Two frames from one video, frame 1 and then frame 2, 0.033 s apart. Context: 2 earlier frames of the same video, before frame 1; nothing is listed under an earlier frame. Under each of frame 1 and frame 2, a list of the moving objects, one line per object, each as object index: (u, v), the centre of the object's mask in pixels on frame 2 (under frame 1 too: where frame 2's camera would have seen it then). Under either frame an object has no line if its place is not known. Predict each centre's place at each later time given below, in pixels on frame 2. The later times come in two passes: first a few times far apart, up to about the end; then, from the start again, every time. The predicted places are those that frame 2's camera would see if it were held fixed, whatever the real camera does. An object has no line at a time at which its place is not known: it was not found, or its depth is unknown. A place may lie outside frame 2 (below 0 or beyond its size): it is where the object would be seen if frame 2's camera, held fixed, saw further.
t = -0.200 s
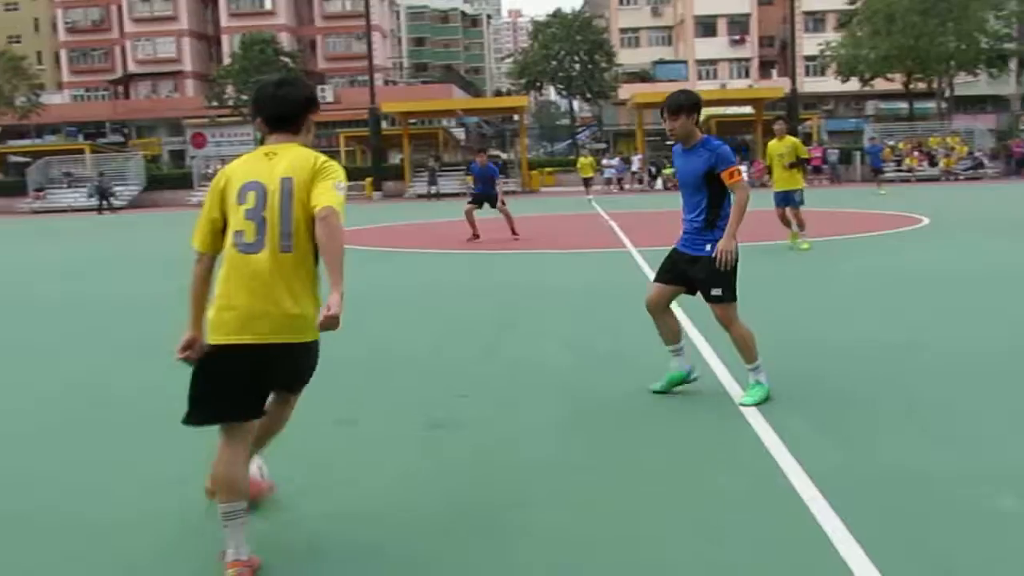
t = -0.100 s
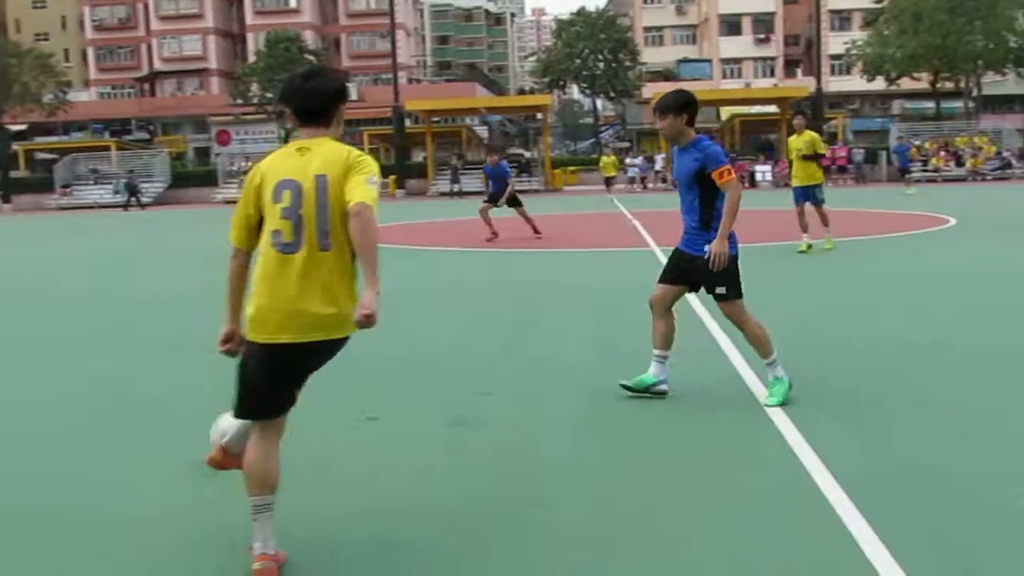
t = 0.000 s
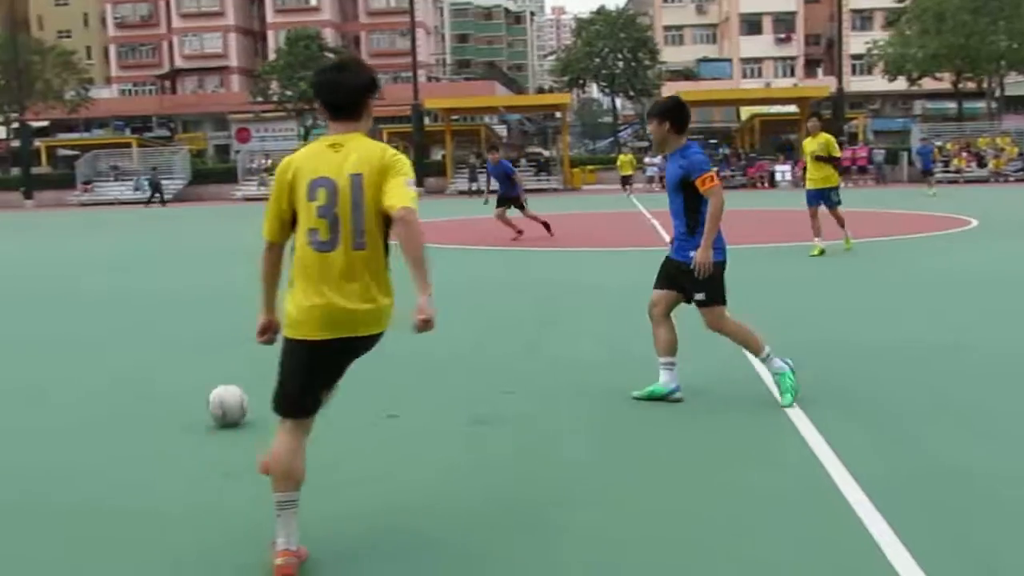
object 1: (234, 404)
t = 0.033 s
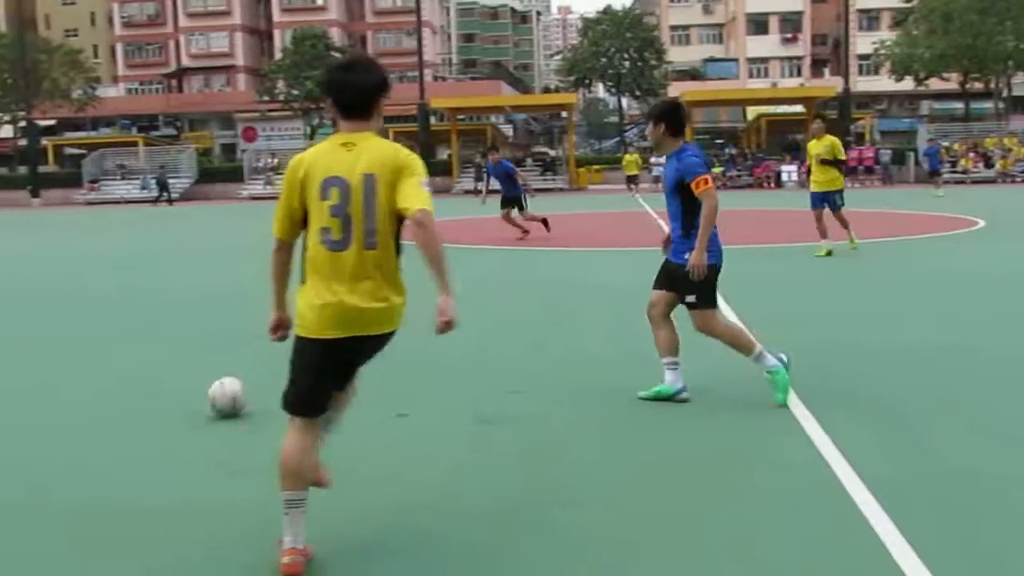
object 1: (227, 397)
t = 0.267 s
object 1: (191, 359)
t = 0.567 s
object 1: (161, 326)
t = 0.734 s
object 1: (152, 312)
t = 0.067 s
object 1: (221, 390)
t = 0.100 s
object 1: (215, 385)
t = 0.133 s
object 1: (210, 378)
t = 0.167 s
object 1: (204, 374)
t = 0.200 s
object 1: (200, 370)
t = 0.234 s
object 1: (194, 364)
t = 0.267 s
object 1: (191, 359)
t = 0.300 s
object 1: (187, 354)
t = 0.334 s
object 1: (182, 351)
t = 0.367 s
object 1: (179, 347)
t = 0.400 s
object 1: (175, 342)
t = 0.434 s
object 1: (172, 339)
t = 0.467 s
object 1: (168, 336)
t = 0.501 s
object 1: (165, 333)
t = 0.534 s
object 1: (163, 329)
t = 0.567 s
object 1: (161, 326)
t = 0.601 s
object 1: (159, 323)
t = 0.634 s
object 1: (157, 320)
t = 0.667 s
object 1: (156, 317)
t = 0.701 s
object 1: (154, 315)
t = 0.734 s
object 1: (152, 312)
